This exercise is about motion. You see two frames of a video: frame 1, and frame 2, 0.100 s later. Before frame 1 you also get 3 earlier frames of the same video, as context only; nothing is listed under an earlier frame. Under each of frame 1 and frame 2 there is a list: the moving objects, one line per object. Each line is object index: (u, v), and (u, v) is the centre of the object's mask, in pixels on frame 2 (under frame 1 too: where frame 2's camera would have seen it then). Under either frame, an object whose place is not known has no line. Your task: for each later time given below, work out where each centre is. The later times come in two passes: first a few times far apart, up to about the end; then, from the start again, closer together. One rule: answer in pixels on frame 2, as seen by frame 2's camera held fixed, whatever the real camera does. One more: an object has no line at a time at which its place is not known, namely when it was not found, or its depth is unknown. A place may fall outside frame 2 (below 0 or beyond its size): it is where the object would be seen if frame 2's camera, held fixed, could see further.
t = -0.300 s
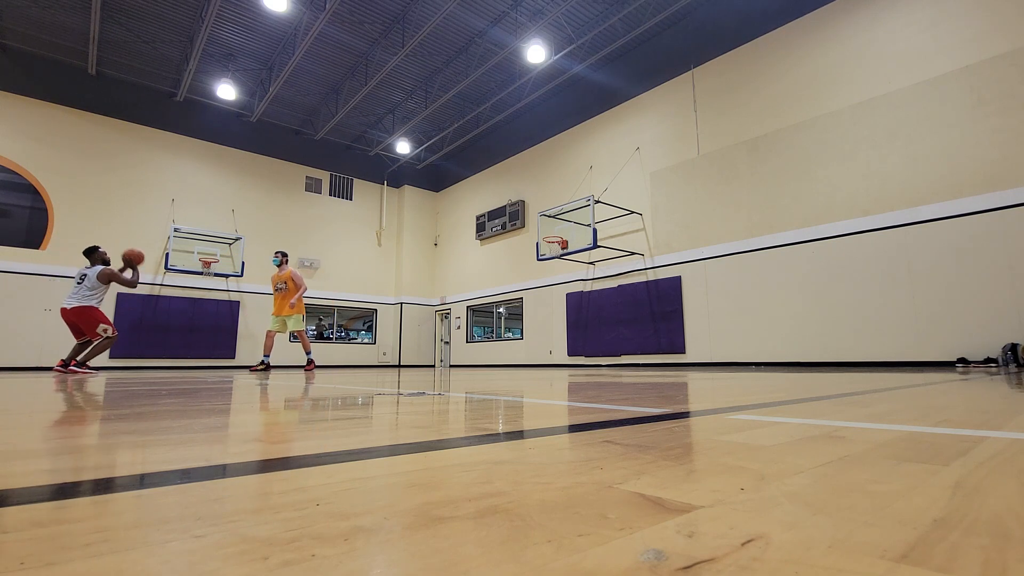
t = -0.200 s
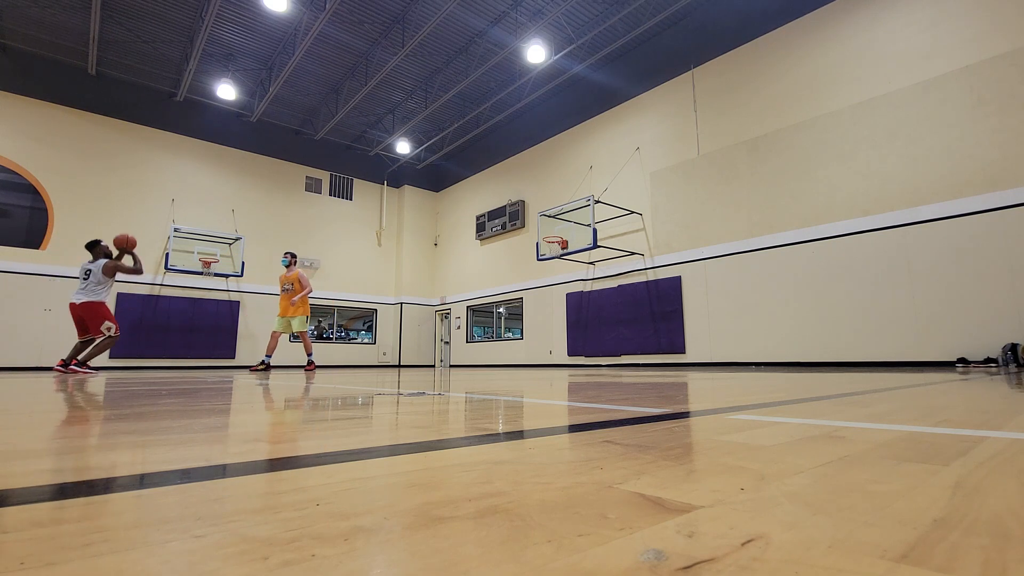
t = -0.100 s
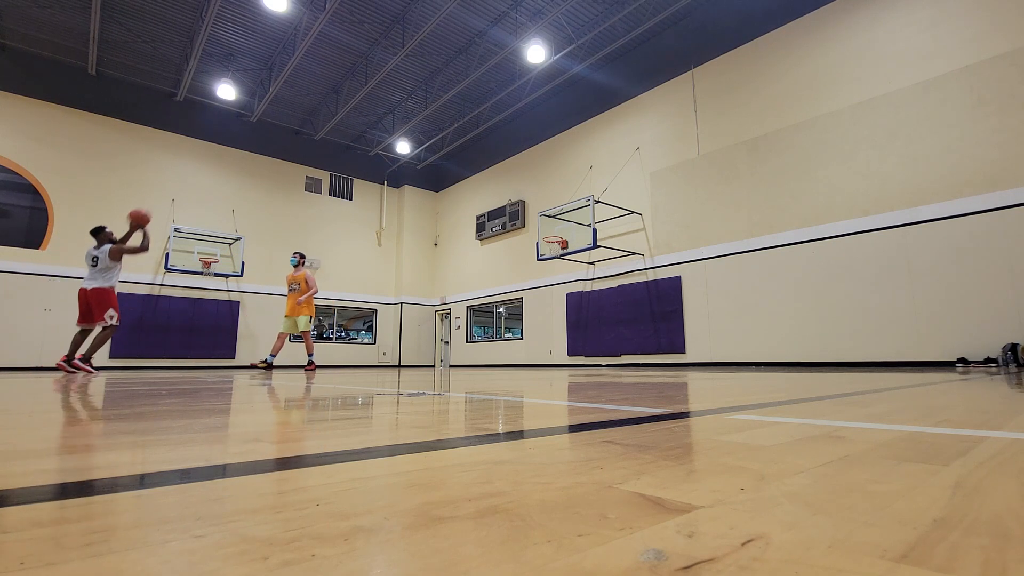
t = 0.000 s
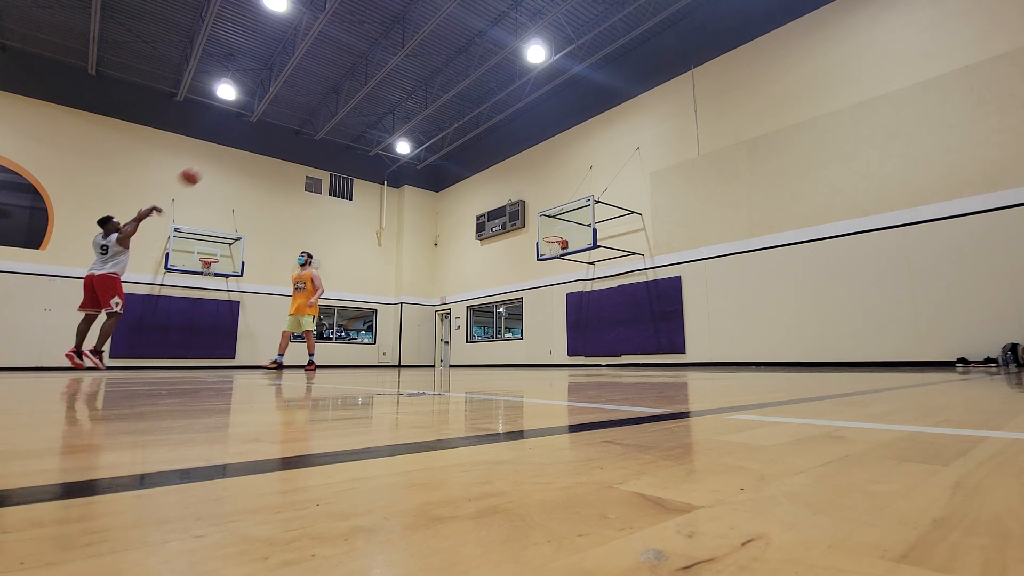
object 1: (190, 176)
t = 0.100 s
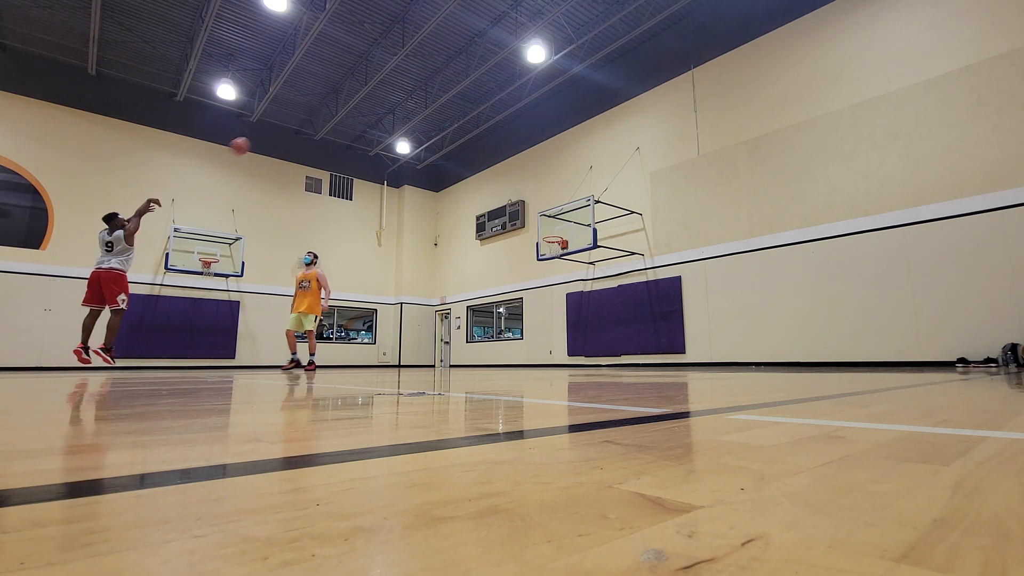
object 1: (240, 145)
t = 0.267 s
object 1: (308, 116)
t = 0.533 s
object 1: (391, 105)
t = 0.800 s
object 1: (456, 126)
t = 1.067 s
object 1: (508, 172)
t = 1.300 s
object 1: (548, 228)
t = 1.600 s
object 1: (555, 293)
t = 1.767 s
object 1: (554, 341)
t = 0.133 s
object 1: (255, 139)
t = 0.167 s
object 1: (269, 132)
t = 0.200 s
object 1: (283, 126)
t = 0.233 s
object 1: (296, 121)
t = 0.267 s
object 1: (308, 116)
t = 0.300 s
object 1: (320, 113)
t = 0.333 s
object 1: (331, 110)
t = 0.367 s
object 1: (342, 107)
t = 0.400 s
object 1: (353, 106)
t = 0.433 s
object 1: (363, 105)
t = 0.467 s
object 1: (373, 104)
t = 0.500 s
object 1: (382, 104)
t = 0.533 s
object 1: (391, 105)
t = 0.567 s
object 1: (400, 106)
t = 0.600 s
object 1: (409, 107)
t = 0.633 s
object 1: (417, 110)
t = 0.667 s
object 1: (426, 112)
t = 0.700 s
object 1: (433, 115)
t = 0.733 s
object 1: (441, 118)
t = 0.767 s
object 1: (449, 122)
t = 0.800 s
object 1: (456, 126)
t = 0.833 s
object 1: (463, 130)
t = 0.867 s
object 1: (470, 135)
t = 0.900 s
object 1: (477, 141)
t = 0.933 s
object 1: (483, 146)
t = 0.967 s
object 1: (490, 152)
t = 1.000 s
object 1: (496, 157)
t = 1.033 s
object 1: (502, 164)
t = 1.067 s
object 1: (508, 172)
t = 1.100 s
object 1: (514, 179)
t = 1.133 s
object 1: (520, 186)
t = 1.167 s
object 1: (525, 194)
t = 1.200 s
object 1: (531, 202)
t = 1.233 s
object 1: (537, 210)
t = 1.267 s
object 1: (542, 218)
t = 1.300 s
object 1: (548, 228)
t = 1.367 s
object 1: (557, 242)
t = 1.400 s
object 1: (557, 250)
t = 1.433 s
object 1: (557, 257)
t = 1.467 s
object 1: (556, 263)
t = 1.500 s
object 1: (556, 270)
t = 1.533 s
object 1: (556, 277)
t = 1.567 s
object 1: (555, 285)
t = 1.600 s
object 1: (555, 293)
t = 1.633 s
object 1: (555, 302)
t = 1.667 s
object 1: (555, 310)
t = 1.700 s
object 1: (555, 320)
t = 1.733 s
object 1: (555, 330)
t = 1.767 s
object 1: (554, 341)
